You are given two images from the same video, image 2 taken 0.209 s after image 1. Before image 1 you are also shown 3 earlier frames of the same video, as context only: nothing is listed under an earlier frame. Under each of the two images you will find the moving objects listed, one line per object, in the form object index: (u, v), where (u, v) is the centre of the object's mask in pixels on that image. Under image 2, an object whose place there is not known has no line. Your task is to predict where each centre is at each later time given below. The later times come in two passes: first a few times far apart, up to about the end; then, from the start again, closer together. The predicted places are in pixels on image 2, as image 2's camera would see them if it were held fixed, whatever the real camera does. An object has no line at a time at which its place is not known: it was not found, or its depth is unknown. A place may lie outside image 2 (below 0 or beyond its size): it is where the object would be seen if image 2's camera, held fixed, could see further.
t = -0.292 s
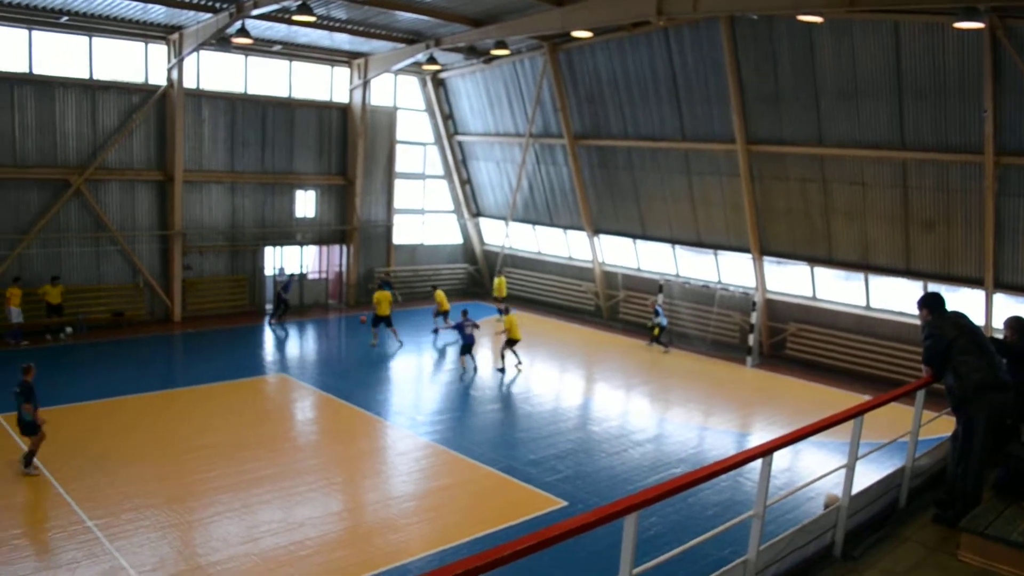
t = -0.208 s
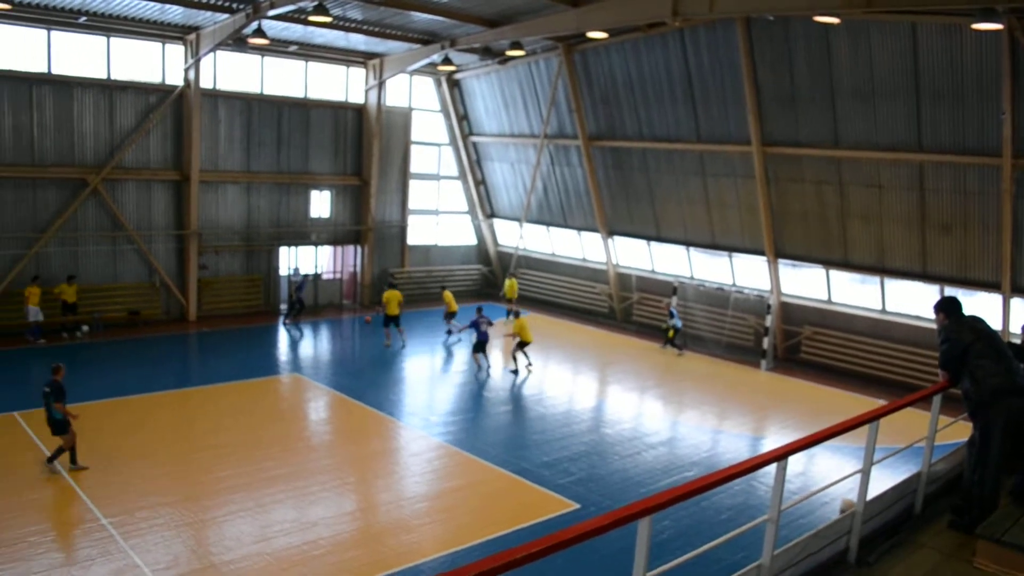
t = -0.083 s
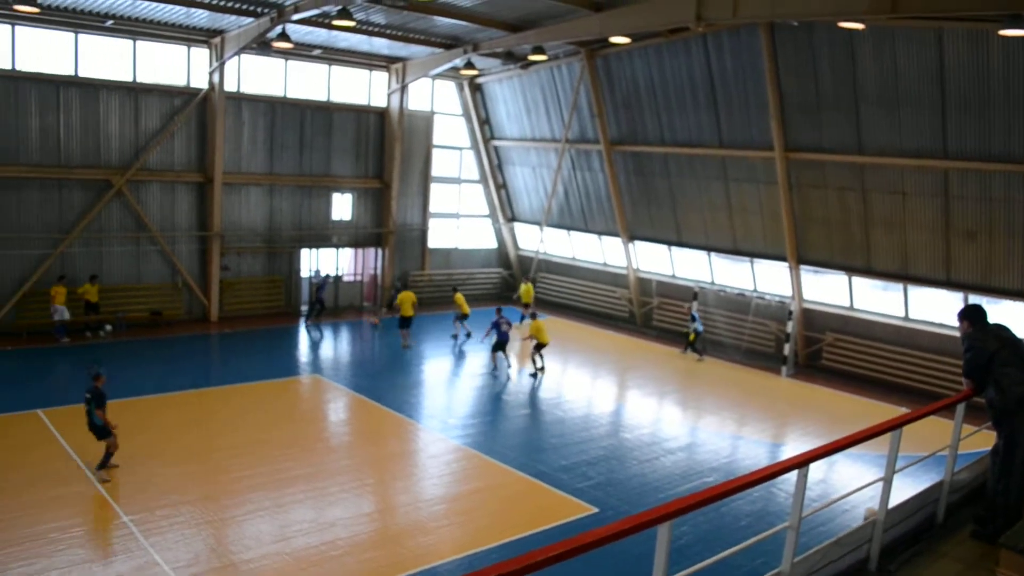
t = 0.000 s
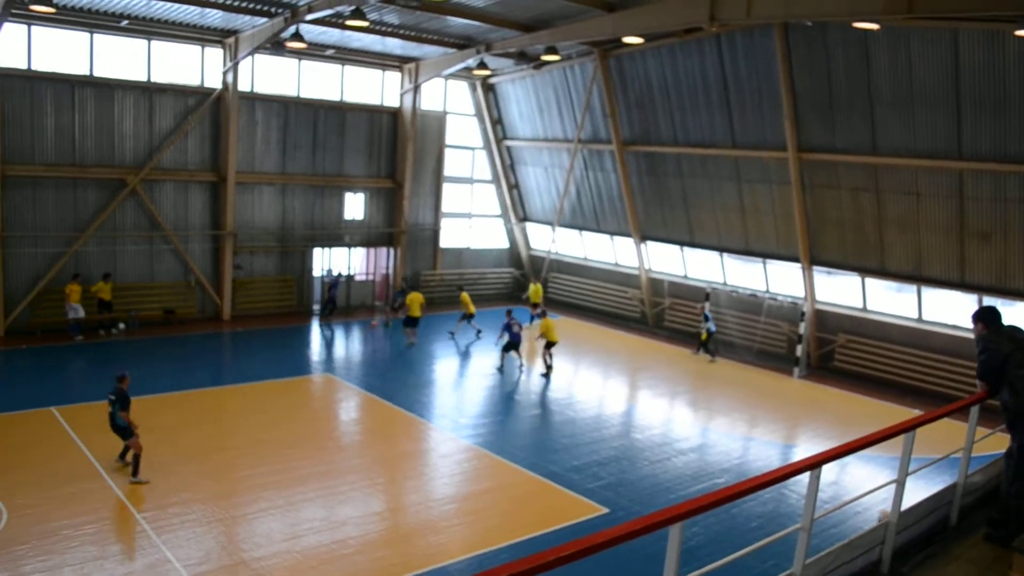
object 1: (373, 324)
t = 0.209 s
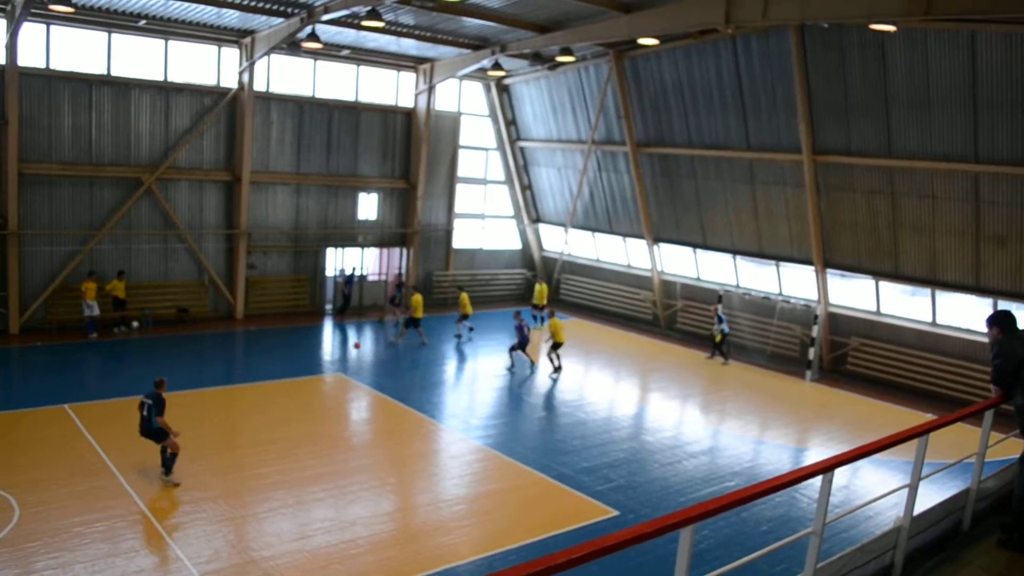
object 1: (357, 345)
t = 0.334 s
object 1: (336, 369)
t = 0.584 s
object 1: (293, 405)
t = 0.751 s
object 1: (260, 439)
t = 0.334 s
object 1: (336, 369)
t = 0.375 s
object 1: (328, 379)
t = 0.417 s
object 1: (320, 386)
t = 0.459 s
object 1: (315, 389)
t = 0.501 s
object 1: (308, 394)
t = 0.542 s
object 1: (300, 399)
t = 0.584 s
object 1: (293, 405)
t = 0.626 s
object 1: (285, 413)
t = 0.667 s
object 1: (276, 423)
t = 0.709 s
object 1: (269, 434)
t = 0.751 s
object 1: (260, 439)
